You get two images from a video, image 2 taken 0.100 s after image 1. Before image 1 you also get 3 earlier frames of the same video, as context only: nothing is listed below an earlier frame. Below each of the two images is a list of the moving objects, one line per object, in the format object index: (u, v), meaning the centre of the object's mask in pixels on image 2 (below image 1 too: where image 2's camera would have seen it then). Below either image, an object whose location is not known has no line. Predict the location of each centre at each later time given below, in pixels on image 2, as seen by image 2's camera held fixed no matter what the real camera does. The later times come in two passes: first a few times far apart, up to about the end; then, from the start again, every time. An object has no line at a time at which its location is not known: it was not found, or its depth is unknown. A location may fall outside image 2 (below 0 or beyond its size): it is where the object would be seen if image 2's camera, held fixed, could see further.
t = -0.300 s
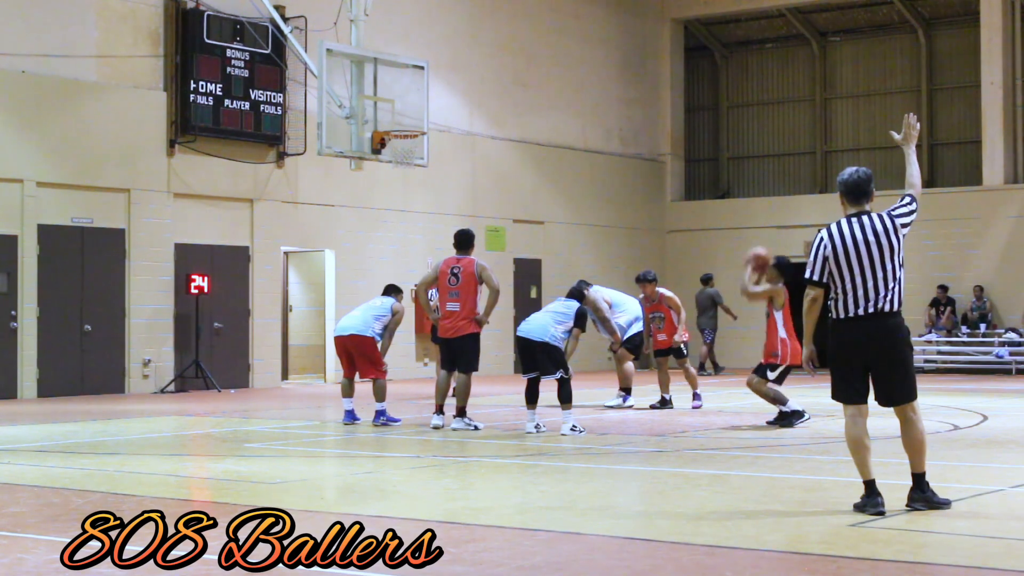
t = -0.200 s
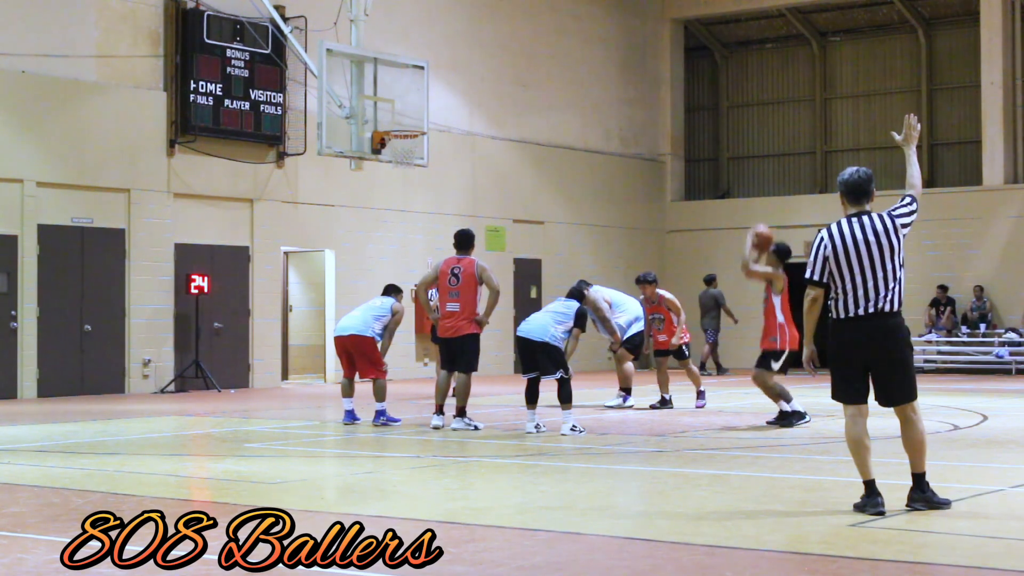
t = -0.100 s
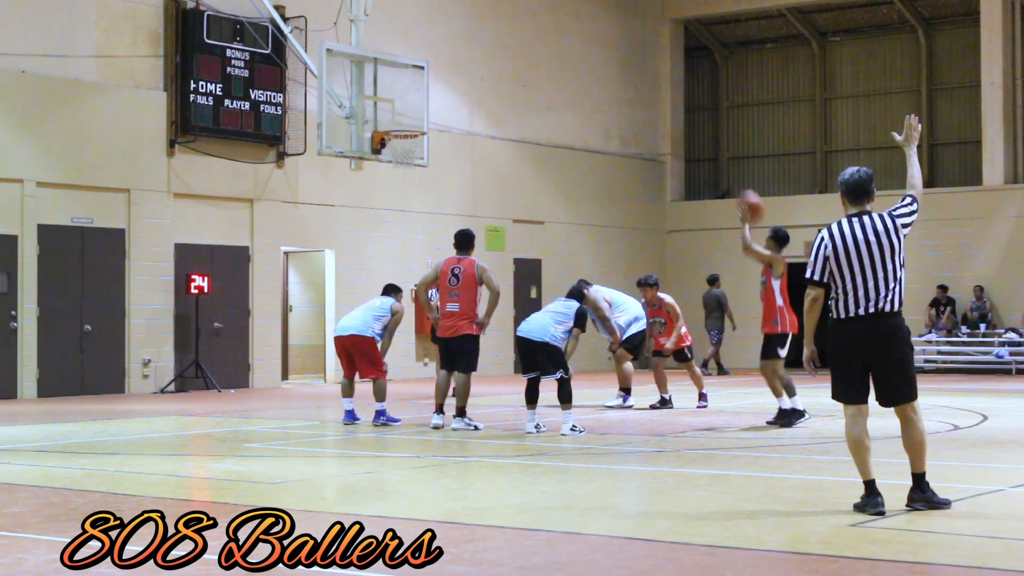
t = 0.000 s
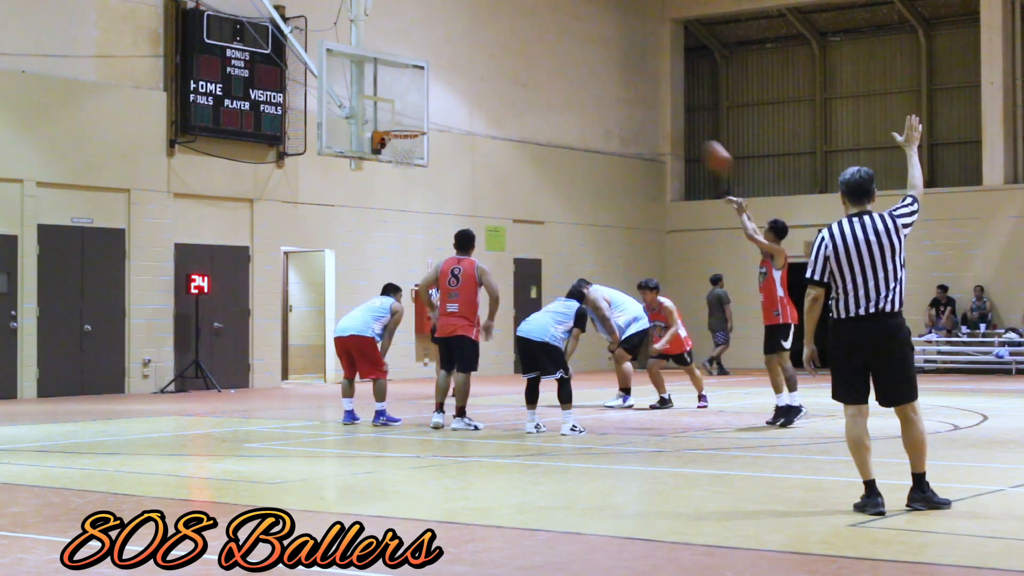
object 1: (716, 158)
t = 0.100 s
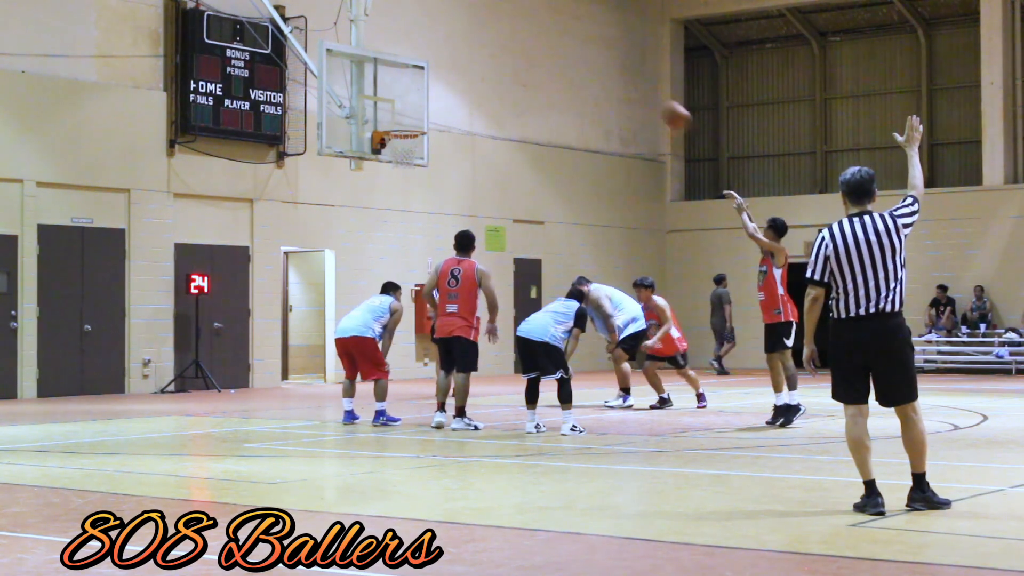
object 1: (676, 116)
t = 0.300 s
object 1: (599, 66)
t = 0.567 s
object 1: (505, 61)
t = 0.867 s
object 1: (410, 126)
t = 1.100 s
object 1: (389, 173)
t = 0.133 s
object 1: (664, 105)
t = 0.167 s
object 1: (650, 95)
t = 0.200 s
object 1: (636, 86)
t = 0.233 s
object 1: (624, 78)
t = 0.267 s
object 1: (612, 71)
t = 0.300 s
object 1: (599, 66)
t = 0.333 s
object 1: (587, 62)
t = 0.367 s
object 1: (575, 59)
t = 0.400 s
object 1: (563, 56)
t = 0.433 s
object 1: (551, 56)
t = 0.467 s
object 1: (539, 55)
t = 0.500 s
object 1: (528, 57)
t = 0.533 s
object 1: (516, 59)
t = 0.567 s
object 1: (505, 61)
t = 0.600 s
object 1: (494, 64)
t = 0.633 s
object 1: (483, 69)
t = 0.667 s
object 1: (473, 75)
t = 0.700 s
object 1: (462, 81)
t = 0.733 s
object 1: (451, 89)
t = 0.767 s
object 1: (441, 97)
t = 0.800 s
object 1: (430, 106)
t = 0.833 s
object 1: (420, 117)
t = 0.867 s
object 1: (410, 126)
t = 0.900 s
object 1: (401, 141)
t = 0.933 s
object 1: (393, 149)
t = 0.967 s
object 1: (391, 154)
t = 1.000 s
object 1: (391, 157)
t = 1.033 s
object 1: (390, 161)
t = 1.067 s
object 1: (390, 166)
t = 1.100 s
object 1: (389, 173)
